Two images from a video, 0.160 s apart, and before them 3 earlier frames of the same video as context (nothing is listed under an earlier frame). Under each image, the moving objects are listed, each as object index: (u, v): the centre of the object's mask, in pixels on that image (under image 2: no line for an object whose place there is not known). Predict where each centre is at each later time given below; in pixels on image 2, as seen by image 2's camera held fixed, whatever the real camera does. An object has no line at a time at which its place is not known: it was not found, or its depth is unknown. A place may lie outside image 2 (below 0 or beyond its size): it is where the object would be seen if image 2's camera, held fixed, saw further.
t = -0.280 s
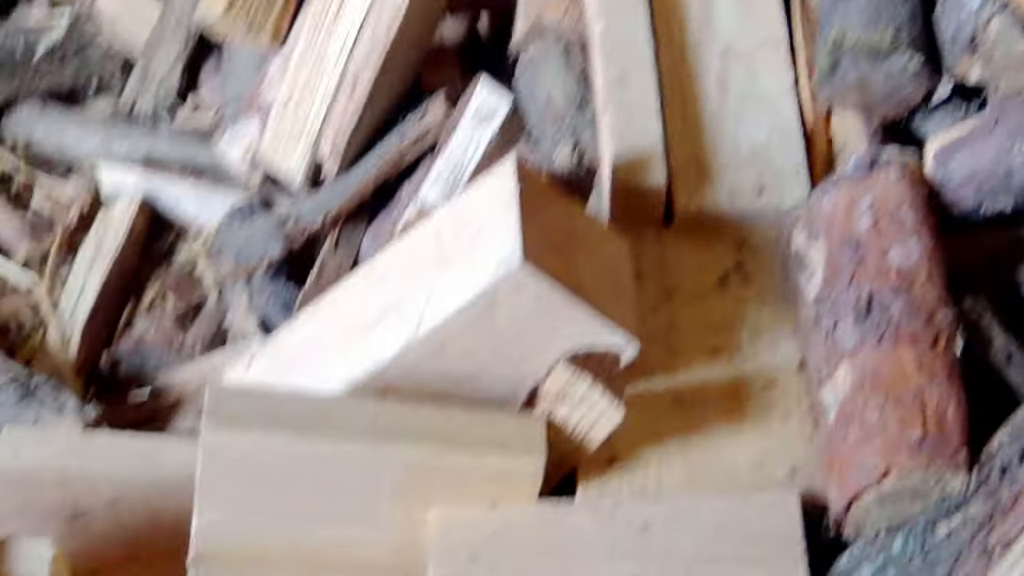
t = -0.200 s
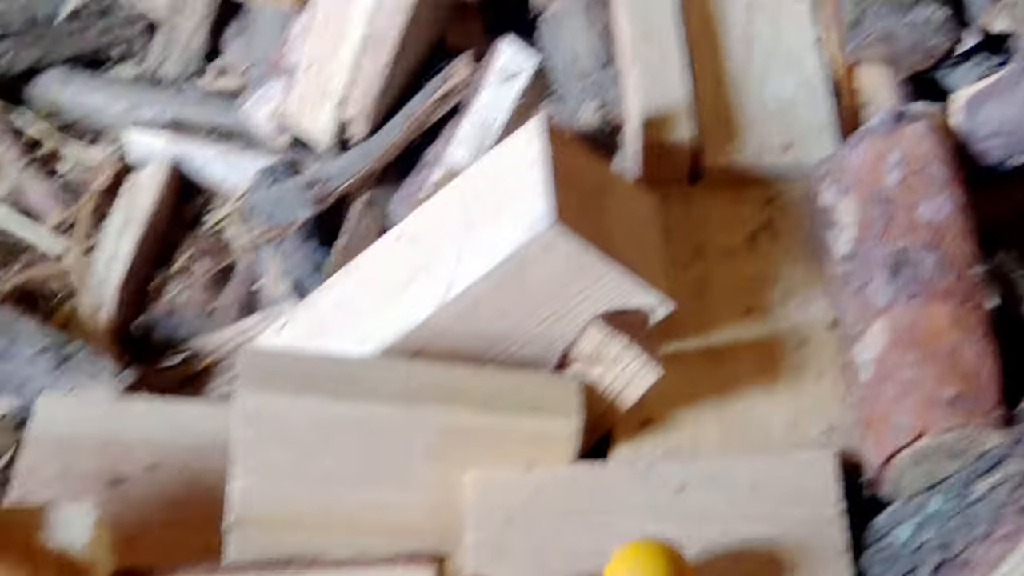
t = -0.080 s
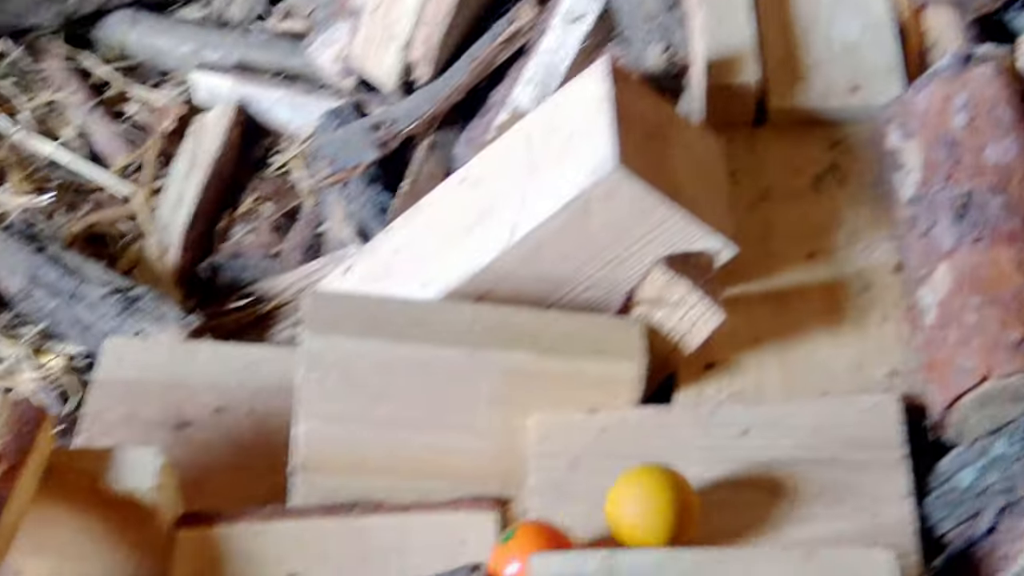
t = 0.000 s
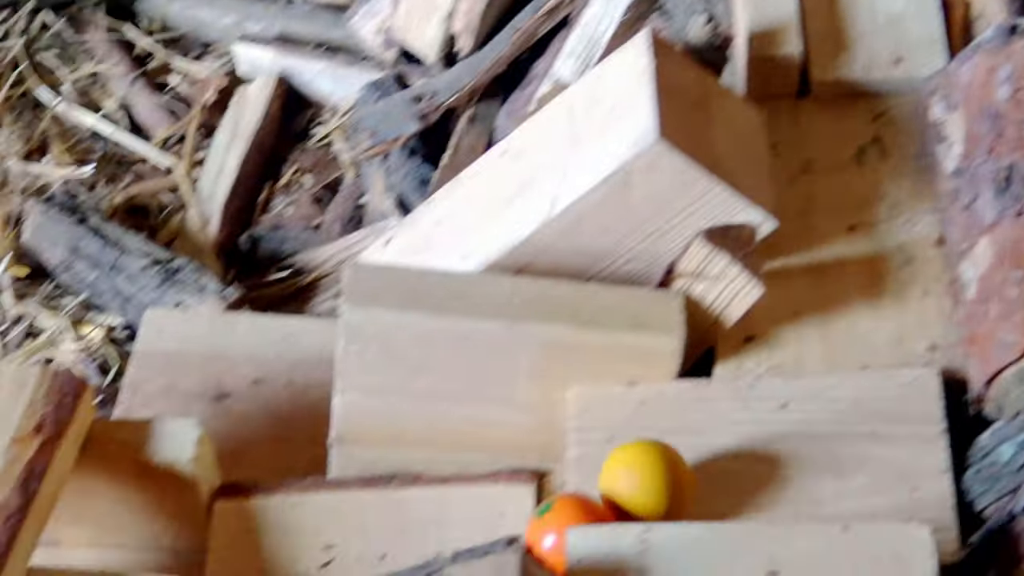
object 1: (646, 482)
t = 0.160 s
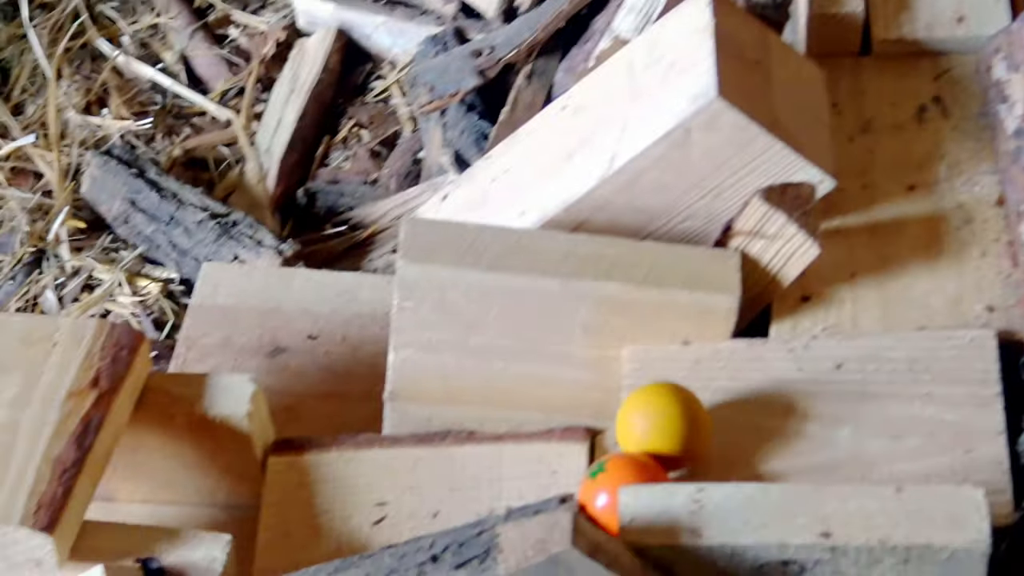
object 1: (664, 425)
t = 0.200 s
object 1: (654, 422)
